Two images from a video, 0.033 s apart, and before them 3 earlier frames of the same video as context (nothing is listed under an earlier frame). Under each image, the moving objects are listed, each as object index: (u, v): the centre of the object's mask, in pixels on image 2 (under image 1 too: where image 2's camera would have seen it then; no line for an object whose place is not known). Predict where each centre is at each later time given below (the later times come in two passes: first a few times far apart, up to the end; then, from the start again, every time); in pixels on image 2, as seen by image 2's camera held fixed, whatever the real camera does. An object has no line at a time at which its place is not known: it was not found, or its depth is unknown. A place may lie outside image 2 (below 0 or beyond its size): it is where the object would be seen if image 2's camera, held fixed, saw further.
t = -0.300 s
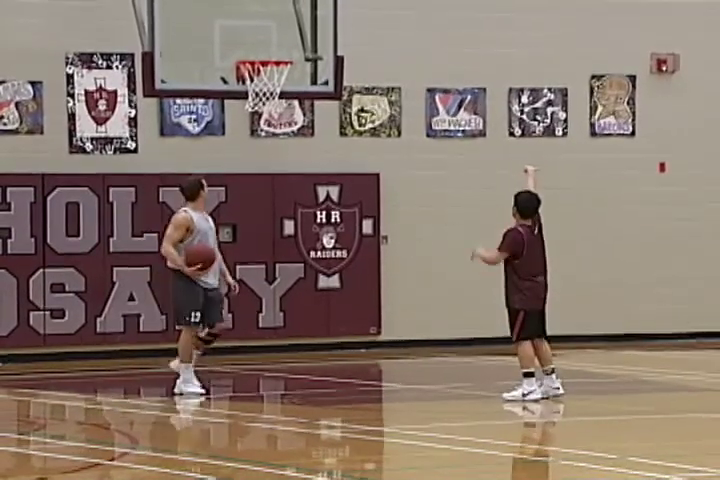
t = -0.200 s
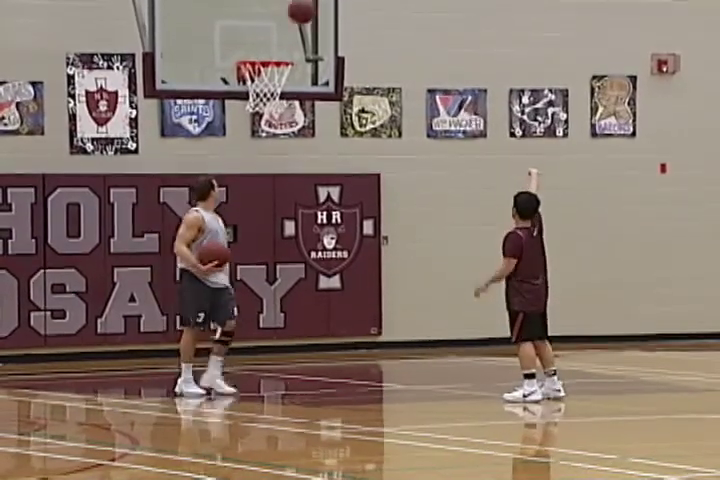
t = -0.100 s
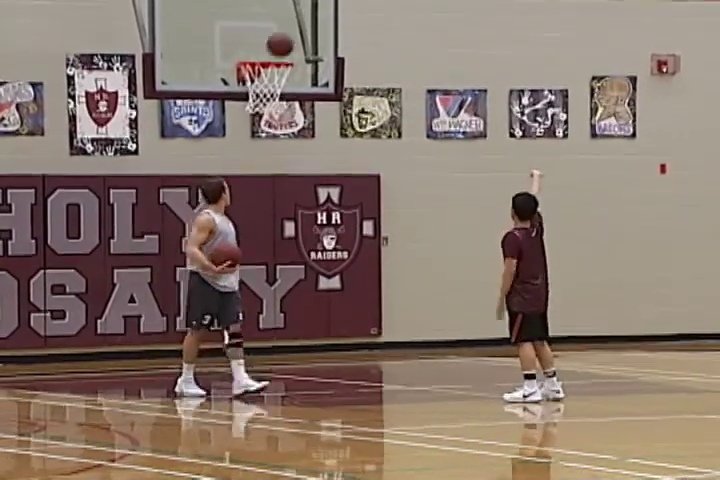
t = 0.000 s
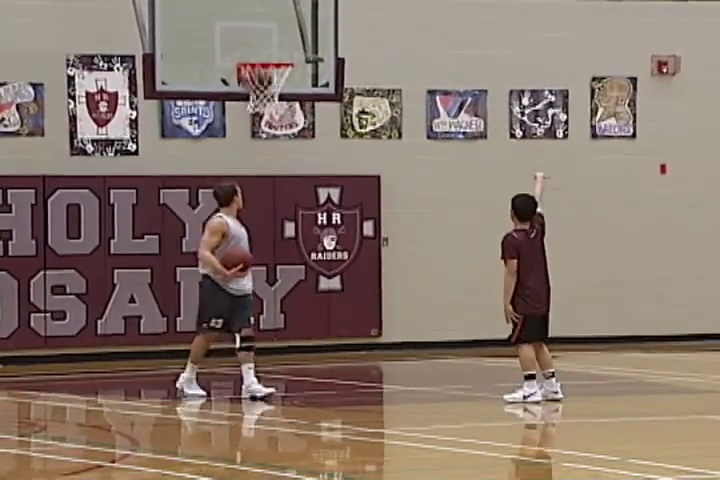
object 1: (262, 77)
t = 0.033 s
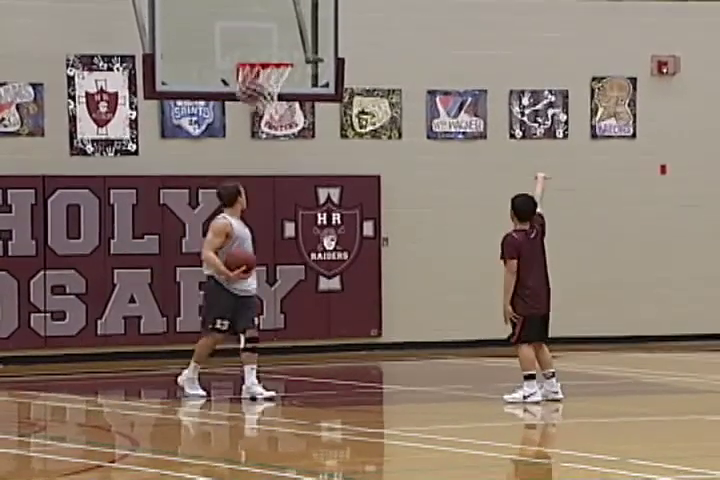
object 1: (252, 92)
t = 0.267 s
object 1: (233, 139)
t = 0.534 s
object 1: (217, 255)
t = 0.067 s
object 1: (249, 100)
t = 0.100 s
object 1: (244, 103)
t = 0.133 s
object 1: (242, 106)
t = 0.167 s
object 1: (241, 112)
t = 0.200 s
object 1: (238, 120)
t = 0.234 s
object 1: (235, 128)
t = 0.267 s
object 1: (233, 139)
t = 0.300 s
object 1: (231, 149)
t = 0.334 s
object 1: (228, 160)
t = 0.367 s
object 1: (226, 169)
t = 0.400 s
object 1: (223, 188)
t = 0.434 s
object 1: (222, 204)
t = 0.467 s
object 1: (220, 220)
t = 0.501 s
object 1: (216, 239)
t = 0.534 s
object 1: (217, 255)
